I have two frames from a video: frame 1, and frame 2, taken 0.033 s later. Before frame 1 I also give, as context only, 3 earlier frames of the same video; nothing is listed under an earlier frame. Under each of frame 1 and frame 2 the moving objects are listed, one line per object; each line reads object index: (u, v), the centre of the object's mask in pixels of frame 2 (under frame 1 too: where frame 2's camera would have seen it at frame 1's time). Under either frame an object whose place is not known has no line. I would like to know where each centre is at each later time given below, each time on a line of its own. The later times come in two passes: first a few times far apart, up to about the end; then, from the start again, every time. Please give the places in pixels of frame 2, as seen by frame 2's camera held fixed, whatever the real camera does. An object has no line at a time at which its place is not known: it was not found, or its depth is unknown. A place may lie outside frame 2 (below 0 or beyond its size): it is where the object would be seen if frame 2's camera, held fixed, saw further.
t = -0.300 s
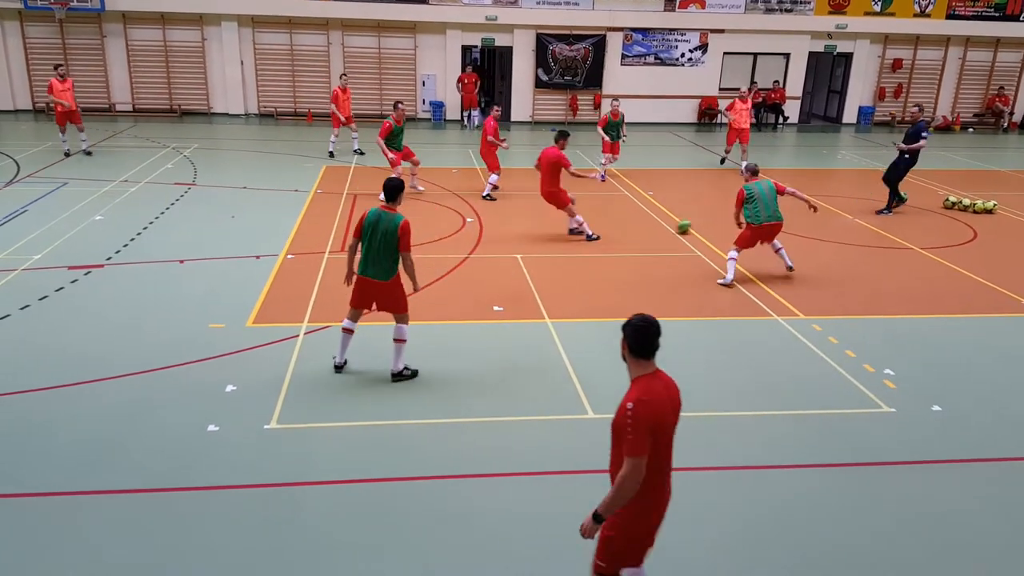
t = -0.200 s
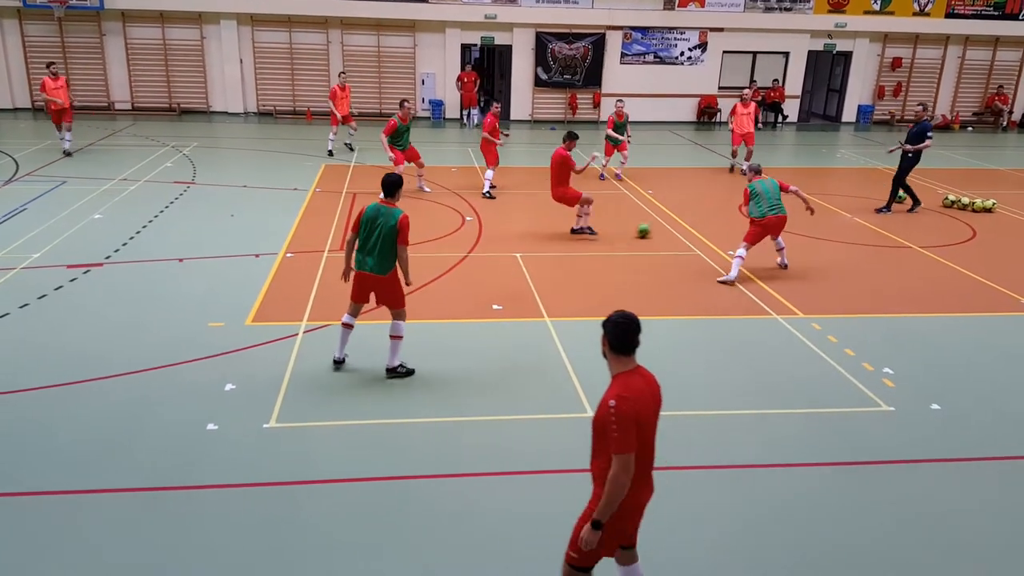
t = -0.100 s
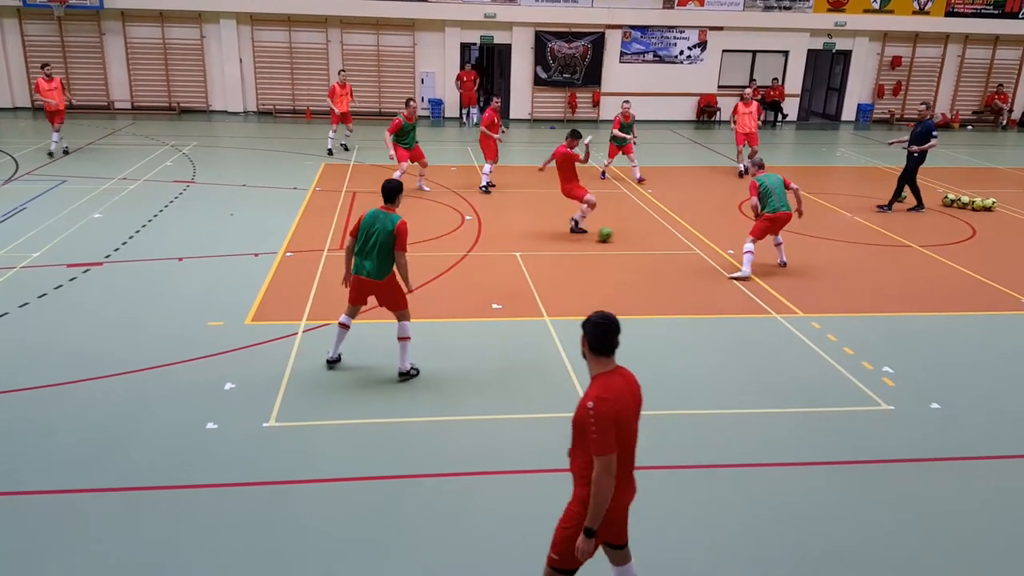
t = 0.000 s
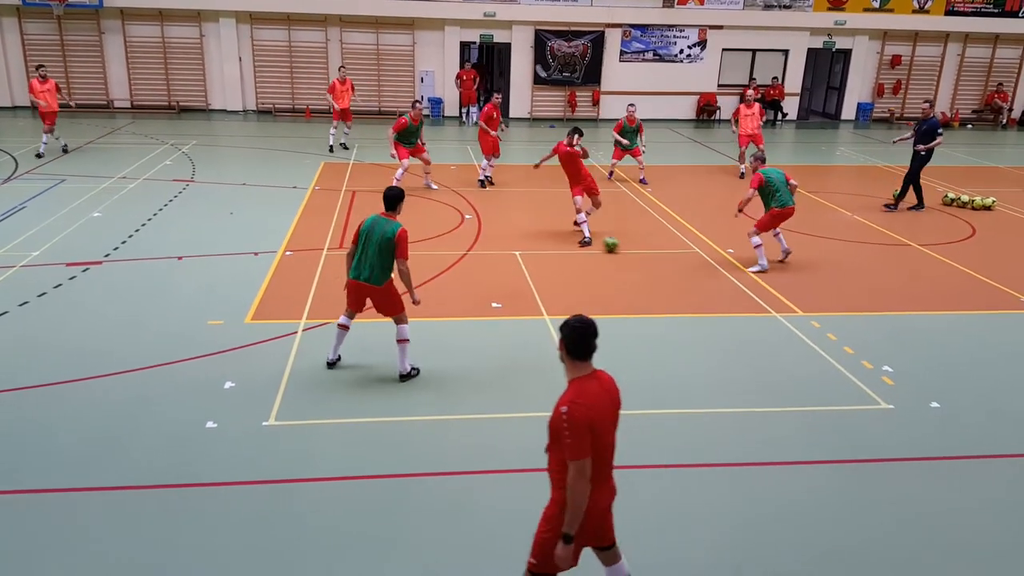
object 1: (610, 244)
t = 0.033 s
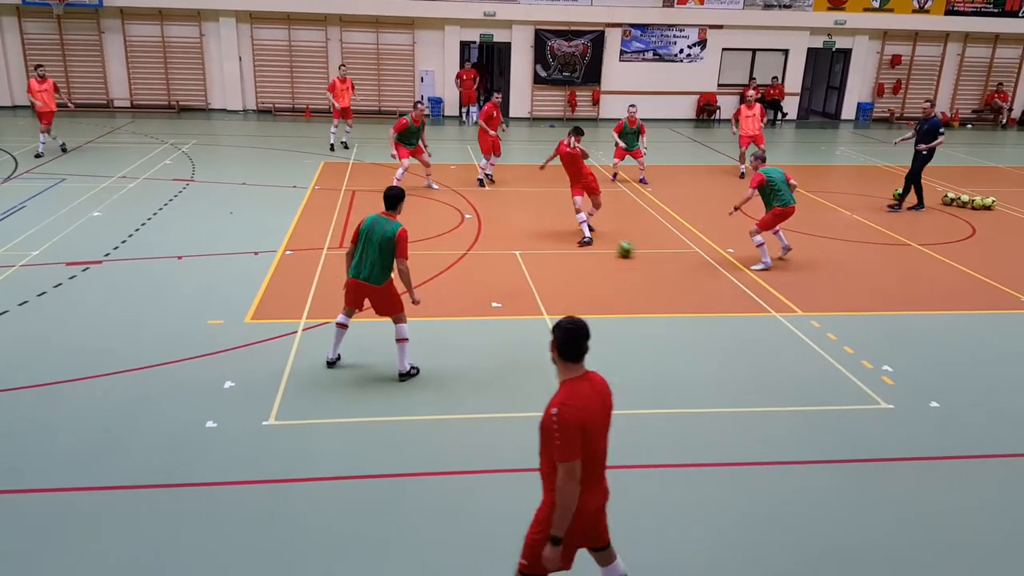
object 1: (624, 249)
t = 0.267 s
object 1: (730, 291)
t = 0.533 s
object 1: (855, 344)
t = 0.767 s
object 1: (962, 394)
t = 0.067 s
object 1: (640, 255)
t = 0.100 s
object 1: (655, 261)
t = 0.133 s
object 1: (670, 266)
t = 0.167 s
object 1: (684, 272)
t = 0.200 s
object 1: (699, 278)
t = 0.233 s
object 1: (714, 284)
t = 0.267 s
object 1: (730, 291)
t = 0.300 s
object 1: (745, 297)
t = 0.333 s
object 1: (761, 303)
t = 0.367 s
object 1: (777, 310)
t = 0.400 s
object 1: (793, 316)
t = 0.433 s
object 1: (808, 323)
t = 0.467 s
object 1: (824, 330)
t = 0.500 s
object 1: (839, 336)
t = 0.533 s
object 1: (855, 344)
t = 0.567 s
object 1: (871, 351)
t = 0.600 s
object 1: (886, 358)
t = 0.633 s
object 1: (901, 365)
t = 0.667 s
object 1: (917, 372)
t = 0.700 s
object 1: (933, 380)
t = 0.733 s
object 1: (947, 387)
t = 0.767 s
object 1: (962, 394)
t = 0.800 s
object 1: (977, 402)
